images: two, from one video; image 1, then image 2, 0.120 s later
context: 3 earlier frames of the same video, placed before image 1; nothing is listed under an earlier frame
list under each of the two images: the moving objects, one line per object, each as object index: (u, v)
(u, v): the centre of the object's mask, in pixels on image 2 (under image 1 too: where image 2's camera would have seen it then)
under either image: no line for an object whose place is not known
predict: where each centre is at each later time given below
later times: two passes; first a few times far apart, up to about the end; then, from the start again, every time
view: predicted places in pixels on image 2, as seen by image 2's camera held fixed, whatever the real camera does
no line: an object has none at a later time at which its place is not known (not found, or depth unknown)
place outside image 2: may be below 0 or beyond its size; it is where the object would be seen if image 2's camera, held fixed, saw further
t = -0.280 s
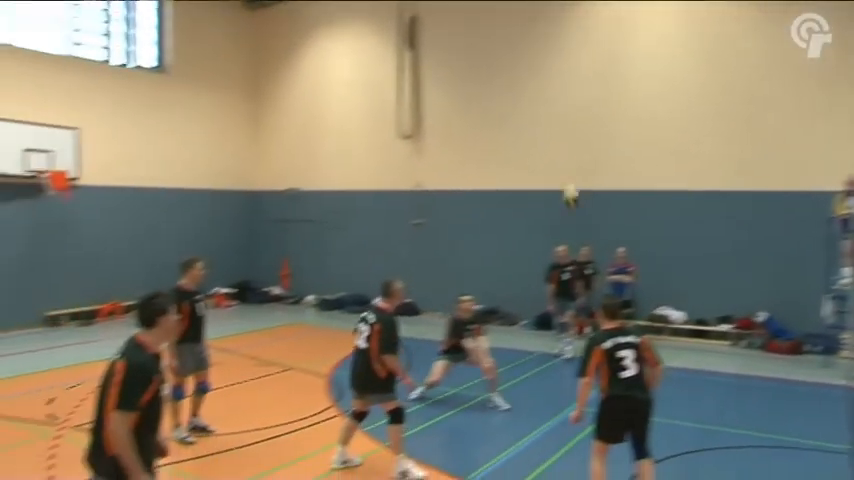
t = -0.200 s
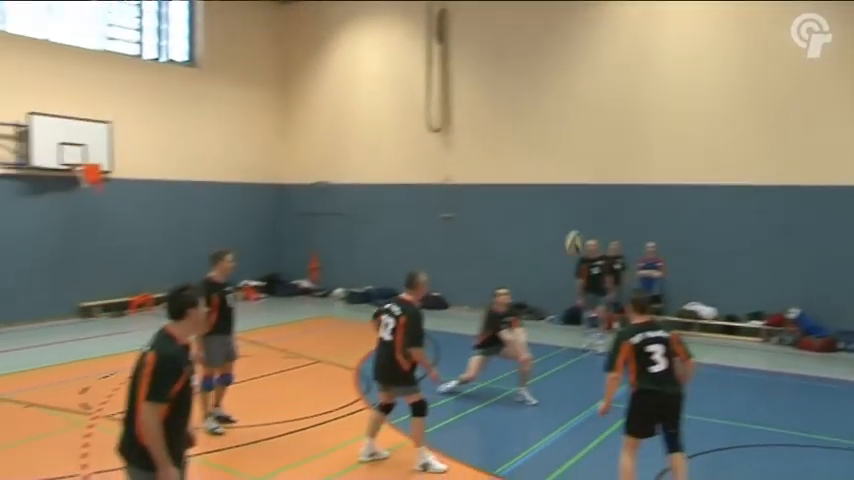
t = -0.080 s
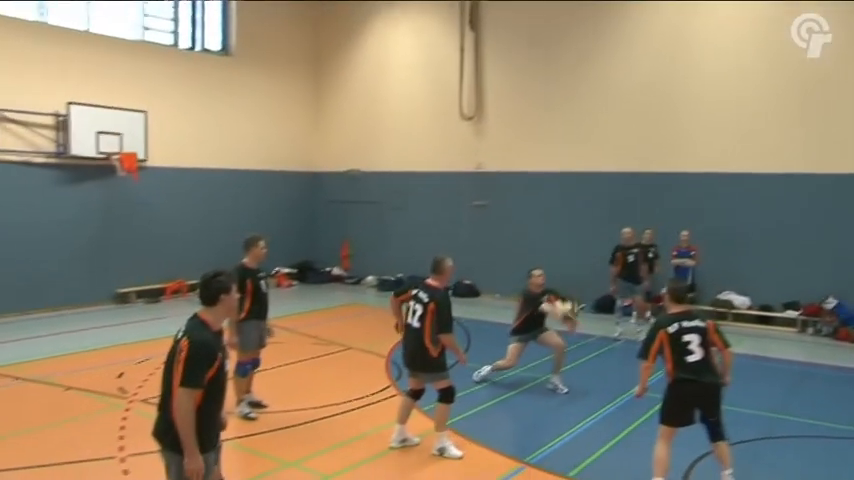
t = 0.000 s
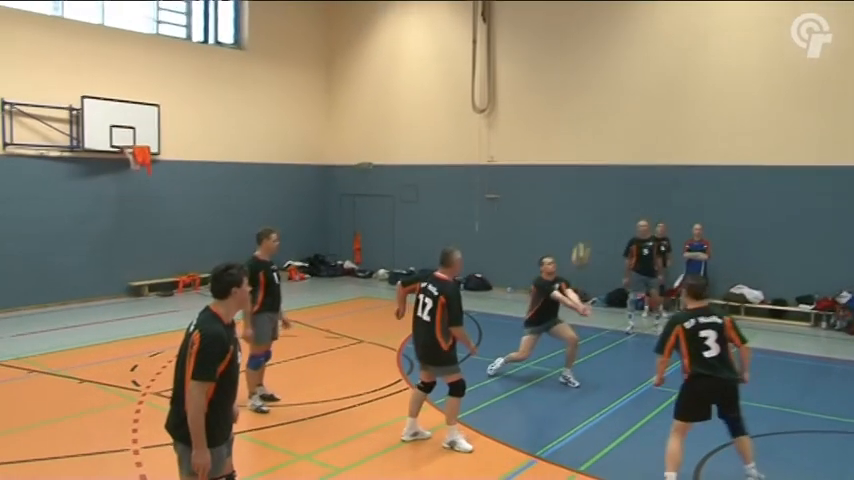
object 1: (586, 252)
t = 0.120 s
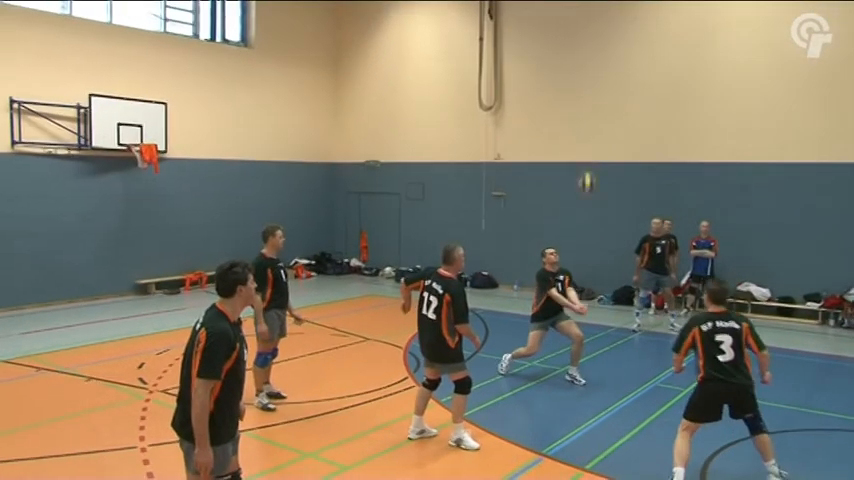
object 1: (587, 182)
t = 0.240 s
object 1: (587, 125)
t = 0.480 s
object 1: (583, 44)
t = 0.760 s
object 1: (579, 14)
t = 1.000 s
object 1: (575, 48)
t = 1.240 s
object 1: (570, 141)
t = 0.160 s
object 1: (586, 162)
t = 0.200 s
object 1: (587, 143)
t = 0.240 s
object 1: (587, 125)
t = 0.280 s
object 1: (586, 107)
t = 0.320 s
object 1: (585, 93)
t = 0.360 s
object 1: (585, 78)
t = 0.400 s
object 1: (585, 65)
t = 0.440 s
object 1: (584, 54)
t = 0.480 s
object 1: (583, 44)
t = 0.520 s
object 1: (583, 36)
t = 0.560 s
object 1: (582, 29)
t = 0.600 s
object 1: (581, 23)
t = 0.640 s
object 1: (581, 18)
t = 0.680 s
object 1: (580, 15)
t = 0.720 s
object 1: (580, 14)
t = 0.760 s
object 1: (579, 14)
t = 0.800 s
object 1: (578, 16)
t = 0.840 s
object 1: (577, 19)
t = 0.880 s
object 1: (577, 23)
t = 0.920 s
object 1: (576, 30)
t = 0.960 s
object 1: (575, 38)
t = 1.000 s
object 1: (575, 48)
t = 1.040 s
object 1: (574, 58)
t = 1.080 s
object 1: (573, 71)
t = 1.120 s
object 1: (572, 86)
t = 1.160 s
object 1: (572, 103)
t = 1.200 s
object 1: (571, 122)
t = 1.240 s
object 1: (570, 141)
